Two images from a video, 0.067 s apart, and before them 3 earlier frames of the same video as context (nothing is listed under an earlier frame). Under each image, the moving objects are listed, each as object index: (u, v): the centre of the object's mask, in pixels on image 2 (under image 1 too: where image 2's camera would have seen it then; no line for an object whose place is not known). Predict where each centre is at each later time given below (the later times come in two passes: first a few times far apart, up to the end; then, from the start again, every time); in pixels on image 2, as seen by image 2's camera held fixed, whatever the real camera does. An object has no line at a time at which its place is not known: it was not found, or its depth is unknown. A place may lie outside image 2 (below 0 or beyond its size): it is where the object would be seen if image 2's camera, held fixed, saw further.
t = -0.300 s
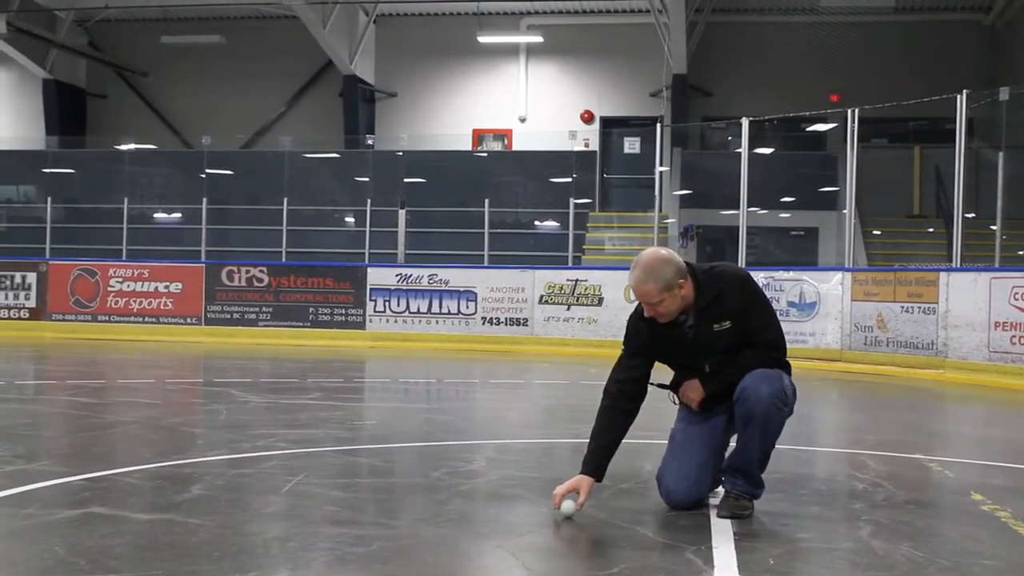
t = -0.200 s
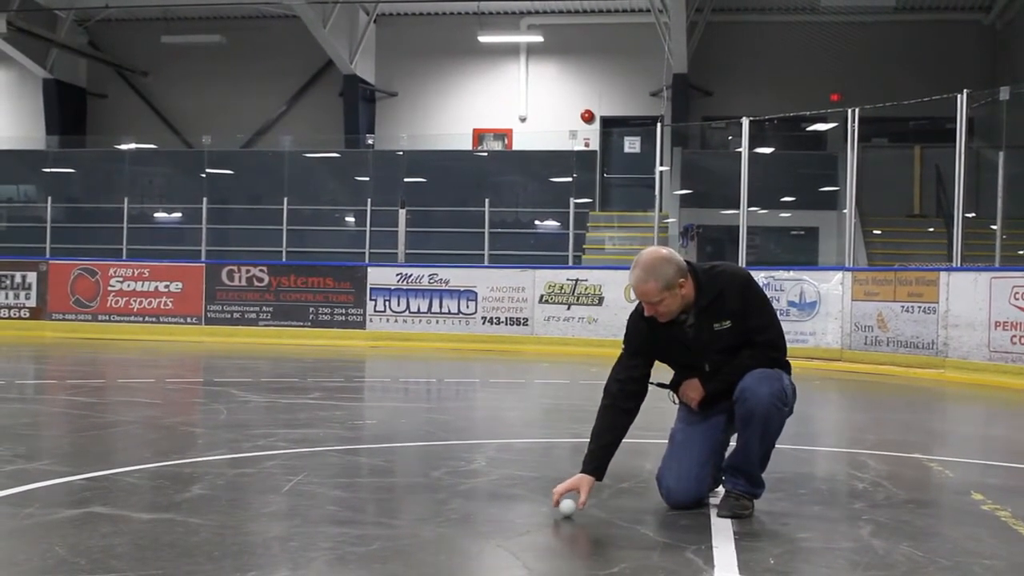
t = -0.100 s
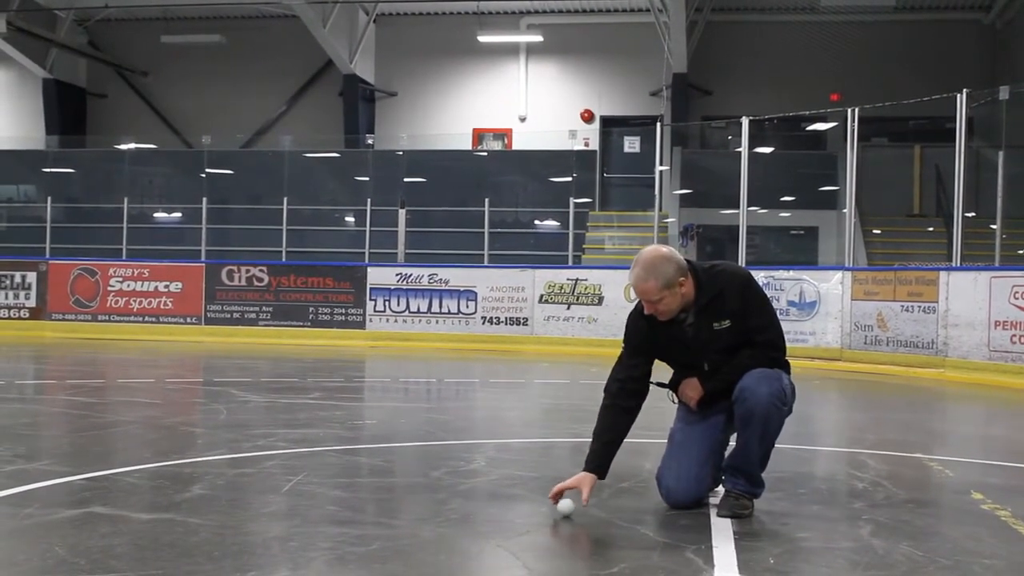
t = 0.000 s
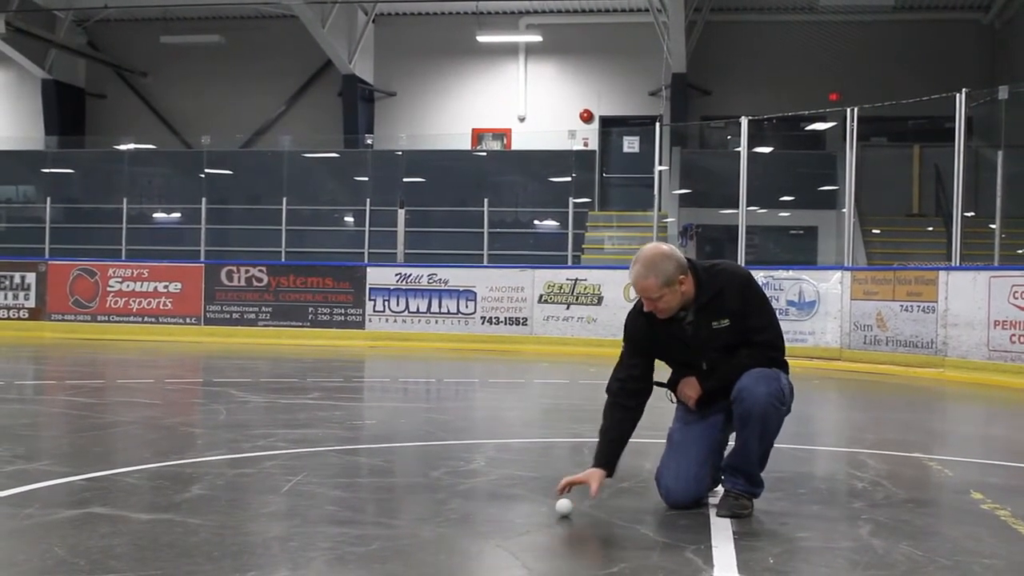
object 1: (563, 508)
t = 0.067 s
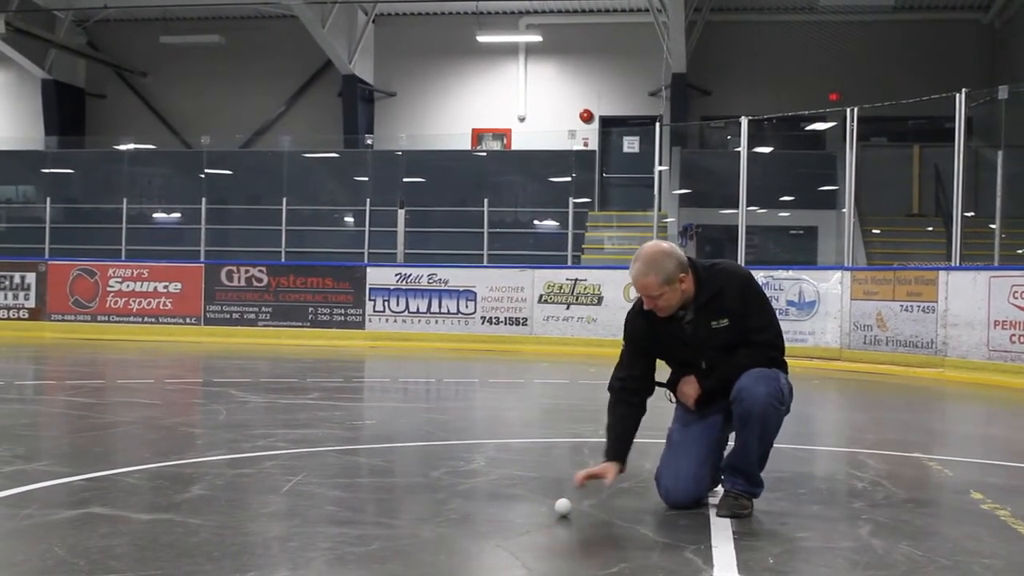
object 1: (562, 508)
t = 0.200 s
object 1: (561, 508)
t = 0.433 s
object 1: (556, 508)
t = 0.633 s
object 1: (551, 507)
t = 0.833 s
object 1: (545, 507)
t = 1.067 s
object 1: (536, 506)
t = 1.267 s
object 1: (532, 506)
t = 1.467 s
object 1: (523, 506)
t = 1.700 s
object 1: (513, 506)
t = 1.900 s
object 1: (504, 506)
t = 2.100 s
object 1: (494, 506)
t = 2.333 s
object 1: (482, 506)
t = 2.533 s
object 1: (472, 506)
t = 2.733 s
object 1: (461, 506)
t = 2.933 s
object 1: (450, 506)
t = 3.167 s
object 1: (435, 506)
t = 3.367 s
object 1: (422, 506)
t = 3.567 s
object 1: (408, 506)
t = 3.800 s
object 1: (391, 507)
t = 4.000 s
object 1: (375, 507)
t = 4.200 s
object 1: (359, 507)
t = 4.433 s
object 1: (339, 507)
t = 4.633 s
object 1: (321, 507)
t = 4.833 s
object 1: (303, 507)
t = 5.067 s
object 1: (281, 506)
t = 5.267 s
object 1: (261, 506)
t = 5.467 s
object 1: (241, 506)
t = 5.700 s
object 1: (218, 505)
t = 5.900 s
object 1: (197, 504)
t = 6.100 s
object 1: (177, 504)
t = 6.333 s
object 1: (154, 503)
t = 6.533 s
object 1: (134, 503)
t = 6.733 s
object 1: (114, 502)
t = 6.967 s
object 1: (92, 500)
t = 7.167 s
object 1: (74, 500)
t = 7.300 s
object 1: (61, 499)
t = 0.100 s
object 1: (562, 508)
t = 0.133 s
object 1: (562, 507)
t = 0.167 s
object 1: (561, 508)
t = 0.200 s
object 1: (561, 508)
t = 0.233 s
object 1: (560, 508)
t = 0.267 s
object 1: (559, 508)
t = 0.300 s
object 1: (559, 507)
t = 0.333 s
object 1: (558, 508)
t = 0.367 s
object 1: (558, 507)
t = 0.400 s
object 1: (556, 508)
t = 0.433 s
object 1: (556, 508)
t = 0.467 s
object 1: (555, 508)
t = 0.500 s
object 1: (554, 507)
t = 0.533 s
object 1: (554, 507)
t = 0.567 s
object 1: (553, 507)
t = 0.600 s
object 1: (552, 507)
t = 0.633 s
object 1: (551, 507)
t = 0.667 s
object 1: (550, 507)
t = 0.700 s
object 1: (549, 507)
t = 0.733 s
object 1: (548, 507)
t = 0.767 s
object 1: (547, 507)
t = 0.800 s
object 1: (546, 507)
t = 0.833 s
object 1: (545, 507)
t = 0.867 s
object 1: (543, 507)
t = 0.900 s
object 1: (542, 507)
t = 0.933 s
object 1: (541, 507)
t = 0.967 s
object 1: (540, 507)
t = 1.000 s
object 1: (539, 507)
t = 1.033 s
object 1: (537, 506)
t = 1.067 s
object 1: (536, 506)
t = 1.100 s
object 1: (536, 506)
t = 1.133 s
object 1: (535, 506)
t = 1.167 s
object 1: (534, 506)
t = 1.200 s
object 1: (533, 506)
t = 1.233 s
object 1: (532, 506)
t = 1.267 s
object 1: (532, 506)
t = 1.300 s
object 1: (530, 506)
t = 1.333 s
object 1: (529, 506)
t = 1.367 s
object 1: (527, 506)
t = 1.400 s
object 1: (526, 506)
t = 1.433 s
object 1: (525, 506)
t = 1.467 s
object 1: (523, 506)
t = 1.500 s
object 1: (522, 506)
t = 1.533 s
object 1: (520, 506)
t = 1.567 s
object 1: (519, 506)
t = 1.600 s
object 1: (517, 506)
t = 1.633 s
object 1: (516, 506)
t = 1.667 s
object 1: (515, 506)
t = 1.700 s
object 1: (513, 506)
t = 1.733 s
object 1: (512, 506)
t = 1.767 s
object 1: (510, 506)
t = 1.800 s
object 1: (509, 506)
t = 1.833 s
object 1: (507, 506)
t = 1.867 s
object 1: (505, 506)
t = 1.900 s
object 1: (504, 506)
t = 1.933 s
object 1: (502, 506)
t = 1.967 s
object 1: (500, 506)
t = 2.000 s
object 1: (499, 506)
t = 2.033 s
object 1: (497, 506)
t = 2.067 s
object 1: (496, 506)
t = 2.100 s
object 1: (494, 506)
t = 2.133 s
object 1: (492, 506)
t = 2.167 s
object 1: (490, 506)
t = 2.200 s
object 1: (489, 506)
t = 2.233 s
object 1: (487, 506)
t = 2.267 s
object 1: (485, 506)
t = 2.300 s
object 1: (484, 506)
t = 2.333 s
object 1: (482, 506)
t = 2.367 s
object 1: (480, 506)
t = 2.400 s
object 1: (479, 506)
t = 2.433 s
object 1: (477, 506)
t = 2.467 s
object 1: (476, 506)
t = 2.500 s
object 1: (474, 506)
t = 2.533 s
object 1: (472, 506)
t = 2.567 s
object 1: (470, 506)
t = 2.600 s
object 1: (468, 506)
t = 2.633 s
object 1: (466, 506)
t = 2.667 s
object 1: (465, 506)
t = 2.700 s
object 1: (463, 506)
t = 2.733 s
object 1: (461, 506)
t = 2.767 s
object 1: (459, 506)
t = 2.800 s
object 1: (457, 506)
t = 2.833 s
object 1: (455, 506)
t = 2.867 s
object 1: (453, 506)
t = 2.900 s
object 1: (452, 506)
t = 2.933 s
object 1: (450, 506)
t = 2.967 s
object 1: (448, 506)
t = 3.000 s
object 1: (446, 506)
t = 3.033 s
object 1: (444, 506)
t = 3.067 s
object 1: (442, 506)
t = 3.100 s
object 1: (439, 506)
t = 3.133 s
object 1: (437, 506)
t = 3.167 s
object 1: (435, 506)
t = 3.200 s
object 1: (432, 506)
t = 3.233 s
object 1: (430, 507)
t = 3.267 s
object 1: (428, 506)
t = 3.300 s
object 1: (426, 506)
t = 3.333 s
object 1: (424, 506)
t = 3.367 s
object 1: (422, 506)
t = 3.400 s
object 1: (420, 506)
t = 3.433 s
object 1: (418, 506)
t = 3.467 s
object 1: (415, 506)
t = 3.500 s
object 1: (413, 506)
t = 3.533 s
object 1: (410, 506)
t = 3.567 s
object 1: (408, 506)
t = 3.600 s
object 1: (406, 506)
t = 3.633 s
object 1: (404, 506)
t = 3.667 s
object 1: (401, 506)
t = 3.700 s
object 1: (398, 506)
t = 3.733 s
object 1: (396, 506)
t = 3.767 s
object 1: (393, 507)
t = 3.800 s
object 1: (391, 507)
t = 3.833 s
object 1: (388, 507)
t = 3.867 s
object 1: (385, 507)
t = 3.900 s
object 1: (383, 507)
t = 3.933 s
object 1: (380, 507)
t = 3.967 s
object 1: (377, 507)
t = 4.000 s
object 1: (375, 507)
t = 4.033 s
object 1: (372, 507)
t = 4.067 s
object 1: (369, 507)
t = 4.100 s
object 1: (367, 506)
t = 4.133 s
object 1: (364, 507)
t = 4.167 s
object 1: (361, 507)
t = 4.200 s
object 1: (359, 507)
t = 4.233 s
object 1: (356, 507)
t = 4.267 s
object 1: (353, 507)
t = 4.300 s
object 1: (350, 507)
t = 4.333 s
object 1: (347, 507)
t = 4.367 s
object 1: (344, 507)
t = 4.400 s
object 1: (342, 506)
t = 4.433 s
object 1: (339, 507)
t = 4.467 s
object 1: (336, 507)
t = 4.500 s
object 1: (333, 507)
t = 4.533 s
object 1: (330, 506)
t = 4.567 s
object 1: (327, 507)
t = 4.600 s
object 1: (324, 507)
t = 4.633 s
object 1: (321, 507)
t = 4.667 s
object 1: (318, 507)
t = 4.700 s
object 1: (315, 507)
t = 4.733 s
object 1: (312, 507)
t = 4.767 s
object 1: (309, 506)
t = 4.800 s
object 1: (306, 506)
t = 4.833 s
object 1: (303, 507)
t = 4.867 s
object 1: (300, 507)
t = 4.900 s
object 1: (297, 507)
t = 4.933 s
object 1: (294, 507)
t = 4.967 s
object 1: (290, 507)
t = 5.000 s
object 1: (287, 507)
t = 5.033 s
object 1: (284, 506)
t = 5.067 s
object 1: (281, 506)
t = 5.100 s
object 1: (278, 507)
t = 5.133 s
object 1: (274, 506)
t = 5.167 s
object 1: (271, 506)
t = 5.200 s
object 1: (268, 507)
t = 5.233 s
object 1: (264, 506)
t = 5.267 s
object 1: (261, 506)
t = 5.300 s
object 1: (258, 506)
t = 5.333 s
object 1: (254, 506)
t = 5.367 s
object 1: (251, 506)
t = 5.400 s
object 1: (248, 506)
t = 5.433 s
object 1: (245, 506)
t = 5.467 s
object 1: (241, 506)
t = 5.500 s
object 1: (238, 506)
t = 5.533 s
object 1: (235, 506)
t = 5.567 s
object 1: (231, 505)
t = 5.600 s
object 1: (228, 505)
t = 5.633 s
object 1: (225, 505)
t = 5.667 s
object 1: (221, 505)
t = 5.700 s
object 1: (218, 505)
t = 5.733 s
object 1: (214, 505)
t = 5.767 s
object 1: (211, 505)
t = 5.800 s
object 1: (207, 505)
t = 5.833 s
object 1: (204, 505)
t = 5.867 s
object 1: (201, 505)
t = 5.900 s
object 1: (197, 504)
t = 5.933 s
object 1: (194, 504)
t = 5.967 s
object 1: (191, 504)
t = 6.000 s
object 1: (187, 504)
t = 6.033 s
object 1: (184, 504)
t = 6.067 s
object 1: (181, 504)
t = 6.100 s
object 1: (177, 504)
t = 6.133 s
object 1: (174, 504)
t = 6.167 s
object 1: (170, 503)
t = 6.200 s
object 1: (167, 503)
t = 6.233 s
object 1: (163, 503)
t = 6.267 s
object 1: (160, 503)
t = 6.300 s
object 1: (157, 503)
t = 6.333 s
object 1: (154, 503)
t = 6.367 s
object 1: (151, 503)
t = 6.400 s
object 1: (147, 503)
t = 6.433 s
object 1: (144, 503)
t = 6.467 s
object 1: (140, 503)
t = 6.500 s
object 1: (137, 502)
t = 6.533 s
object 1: (134, 503)
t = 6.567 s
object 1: (131, 502)
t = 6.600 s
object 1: (127, 502)
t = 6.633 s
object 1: (124, 502)
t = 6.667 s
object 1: (121, 502)
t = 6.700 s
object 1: (118, 502)
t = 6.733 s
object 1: (114, 502)
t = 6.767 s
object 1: (111, 501)
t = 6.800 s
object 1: (108, 501)
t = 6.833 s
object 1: (105, 501)
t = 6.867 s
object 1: (102, 501)
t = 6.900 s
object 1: (99, 501)
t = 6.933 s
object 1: (95, 501)
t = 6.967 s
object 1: (92, 500)
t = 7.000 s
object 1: (89, 500)
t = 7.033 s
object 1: (86, 500)
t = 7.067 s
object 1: (83, 500)
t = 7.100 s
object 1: (80, 500)
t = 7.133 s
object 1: (77, 500)
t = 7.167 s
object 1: (74, 500)
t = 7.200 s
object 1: (70, 500)
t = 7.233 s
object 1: (67, 499)
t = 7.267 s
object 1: (64, 499)
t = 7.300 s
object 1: (61, 499)
